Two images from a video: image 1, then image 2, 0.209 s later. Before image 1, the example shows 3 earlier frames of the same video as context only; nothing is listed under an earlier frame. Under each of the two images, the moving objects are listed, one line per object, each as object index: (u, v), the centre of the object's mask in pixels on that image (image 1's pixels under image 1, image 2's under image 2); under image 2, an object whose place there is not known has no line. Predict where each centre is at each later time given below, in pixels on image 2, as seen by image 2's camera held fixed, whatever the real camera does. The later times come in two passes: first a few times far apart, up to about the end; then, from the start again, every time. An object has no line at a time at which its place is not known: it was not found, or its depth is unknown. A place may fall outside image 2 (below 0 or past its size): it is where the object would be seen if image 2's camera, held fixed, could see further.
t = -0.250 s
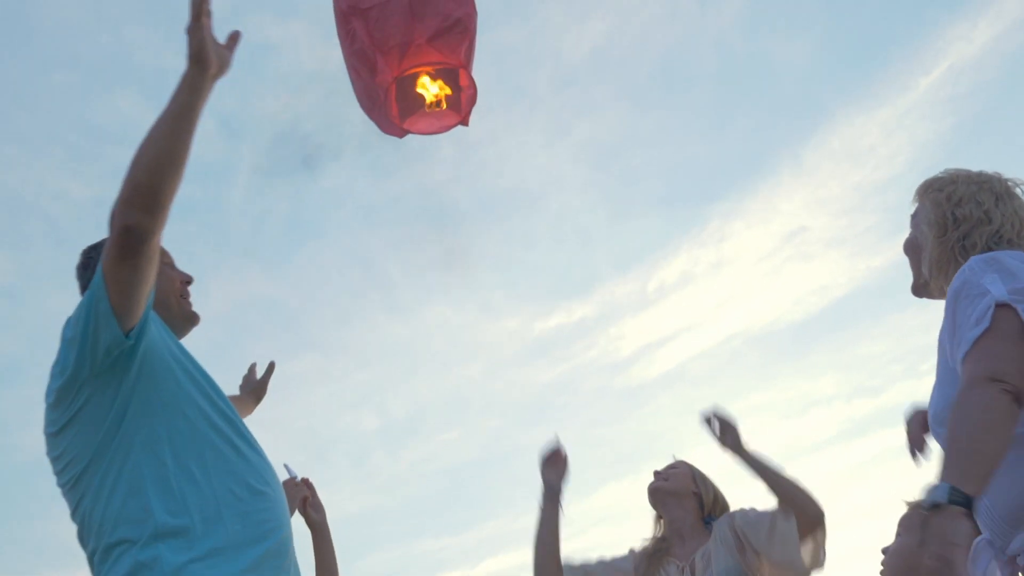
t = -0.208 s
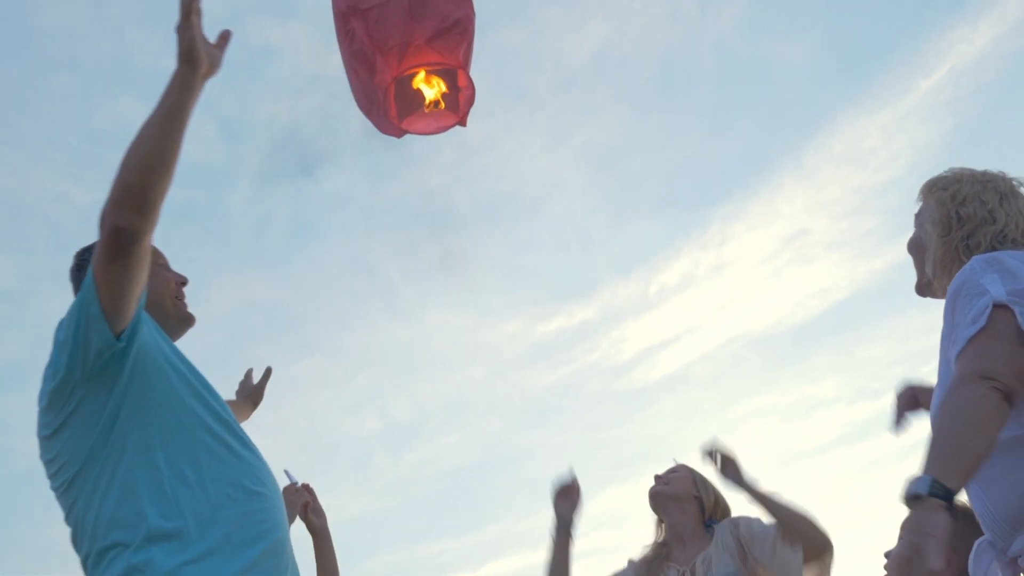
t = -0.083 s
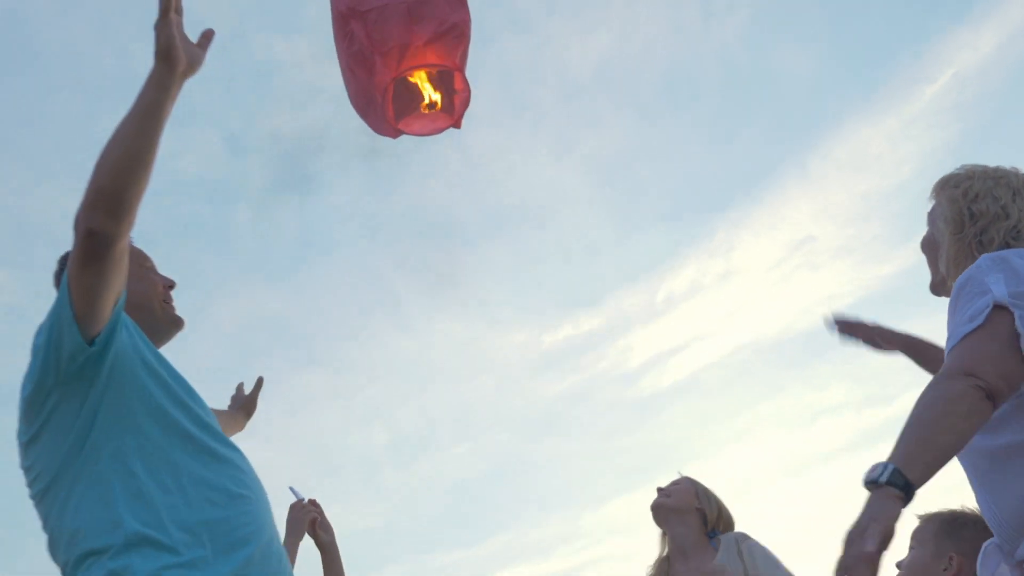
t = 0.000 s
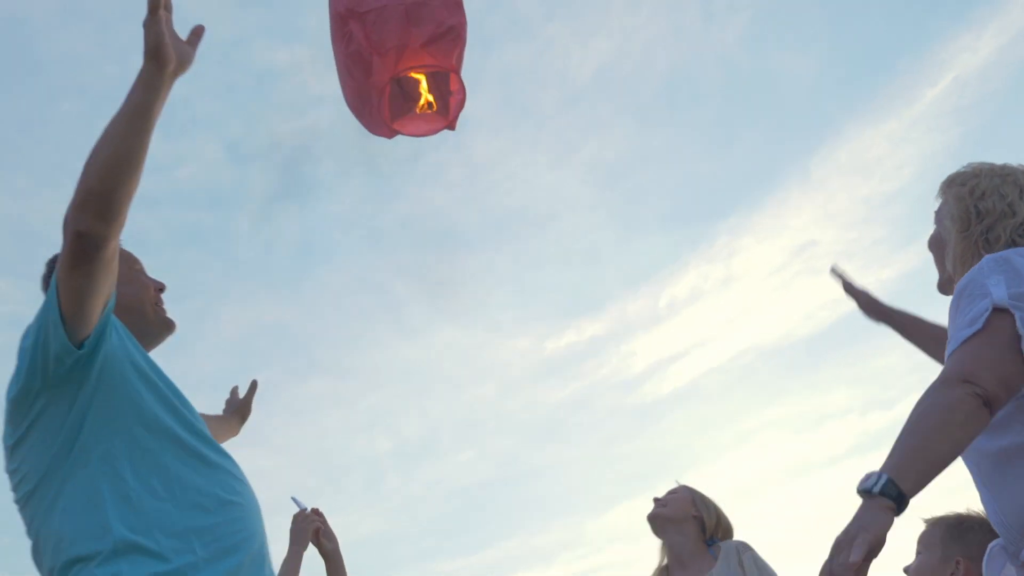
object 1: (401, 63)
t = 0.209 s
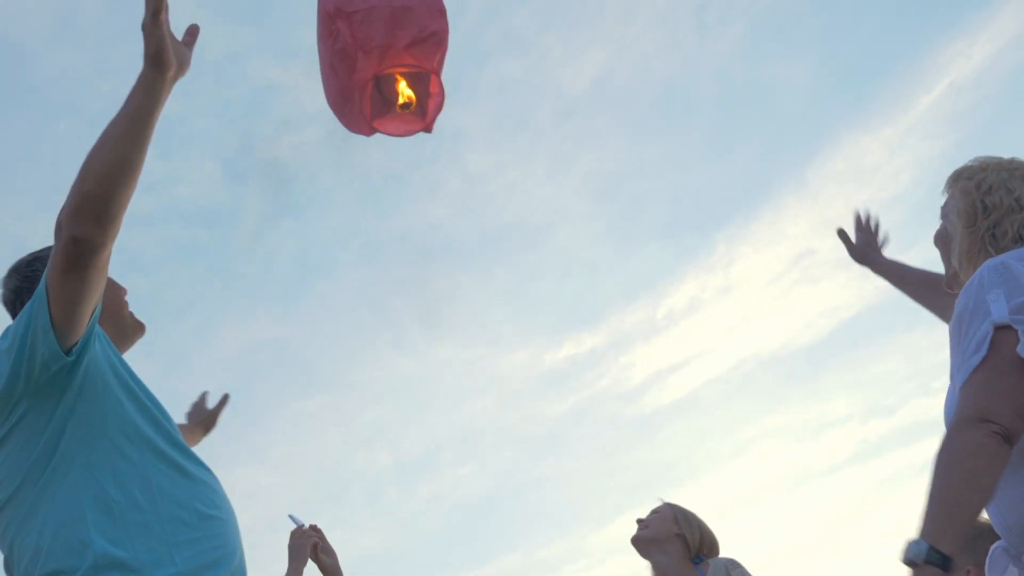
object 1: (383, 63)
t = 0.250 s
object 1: (382, 60)
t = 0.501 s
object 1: (370, 42)
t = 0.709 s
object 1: (361, 33)
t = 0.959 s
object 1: (353, 21)
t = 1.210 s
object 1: (345, 11)
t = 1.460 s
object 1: (337, 4)
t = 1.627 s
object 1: (331, 0)
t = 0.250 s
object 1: (382, 60)
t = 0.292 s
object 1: (381, 55)
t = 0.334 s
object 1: (378, 52)
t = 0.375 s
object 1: (376, 49)
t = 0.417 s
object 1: (374, 46)
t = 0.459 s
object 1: (373, 44)
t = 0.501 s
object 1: (370, 42)
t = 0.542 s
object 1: (369, 40)
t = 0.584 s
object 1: (366, 38)
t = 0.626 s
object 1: (366, 37)
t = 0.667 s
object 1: (363, 35)
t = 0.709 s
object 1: (361, 33)
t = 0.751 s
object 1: (360, 31)
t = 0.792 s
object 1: (358, 29)
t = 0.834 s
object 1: (357, 27)
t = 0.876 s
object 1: (356, 25)
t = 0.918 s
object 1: (354, 24)
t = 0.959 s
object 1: (353, 21)
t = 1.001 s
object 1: (352, 20)
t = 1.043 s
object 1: (352, 18)
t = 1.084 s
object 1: (350, 17)
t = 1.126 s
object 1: (348, 16)
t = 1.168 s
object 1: (346, 13)
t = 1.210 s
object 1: (345, 11)
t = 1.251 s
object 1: (344, 10)
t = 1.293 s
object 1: (343, 8)
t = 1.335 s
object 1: (341, 7)
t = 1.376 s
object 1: (339, 6)
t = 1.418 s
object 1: (338, 4)
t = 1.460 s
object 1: (337, 4)
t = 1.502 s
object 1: (336, 3)
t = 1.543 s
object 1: (334, 1)
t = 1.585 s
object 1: (333, 0)
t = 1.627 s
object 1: (331, 0)
